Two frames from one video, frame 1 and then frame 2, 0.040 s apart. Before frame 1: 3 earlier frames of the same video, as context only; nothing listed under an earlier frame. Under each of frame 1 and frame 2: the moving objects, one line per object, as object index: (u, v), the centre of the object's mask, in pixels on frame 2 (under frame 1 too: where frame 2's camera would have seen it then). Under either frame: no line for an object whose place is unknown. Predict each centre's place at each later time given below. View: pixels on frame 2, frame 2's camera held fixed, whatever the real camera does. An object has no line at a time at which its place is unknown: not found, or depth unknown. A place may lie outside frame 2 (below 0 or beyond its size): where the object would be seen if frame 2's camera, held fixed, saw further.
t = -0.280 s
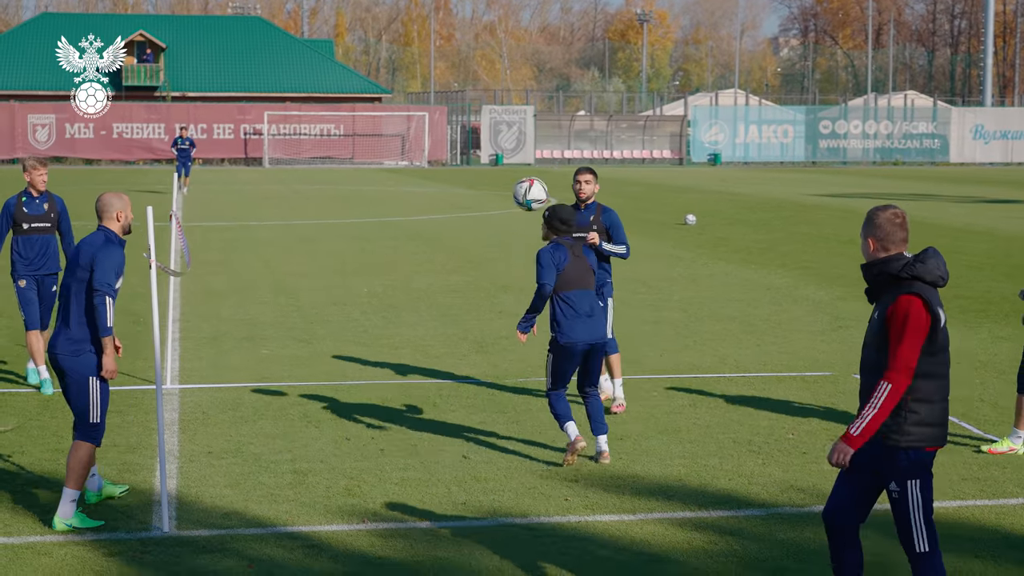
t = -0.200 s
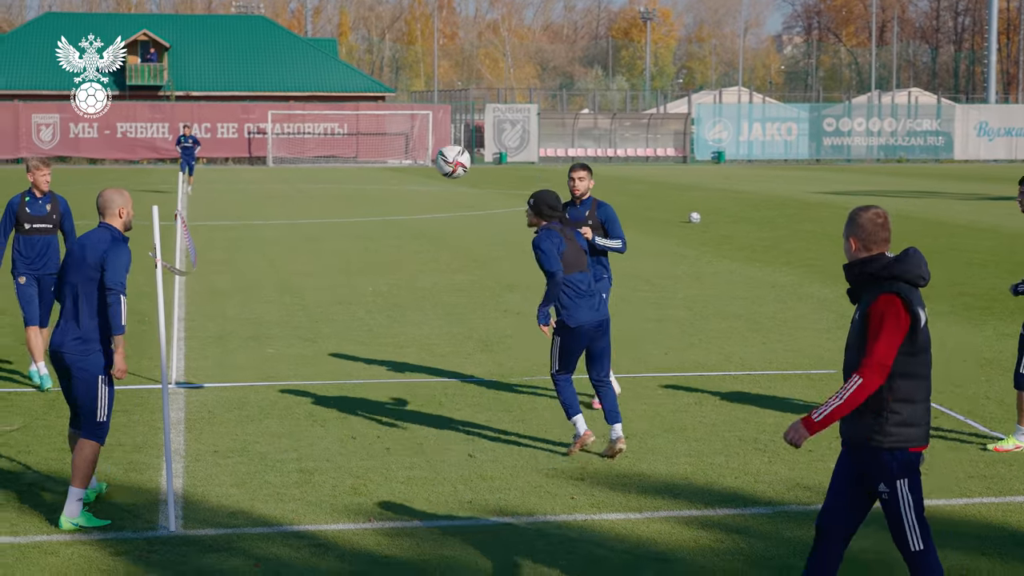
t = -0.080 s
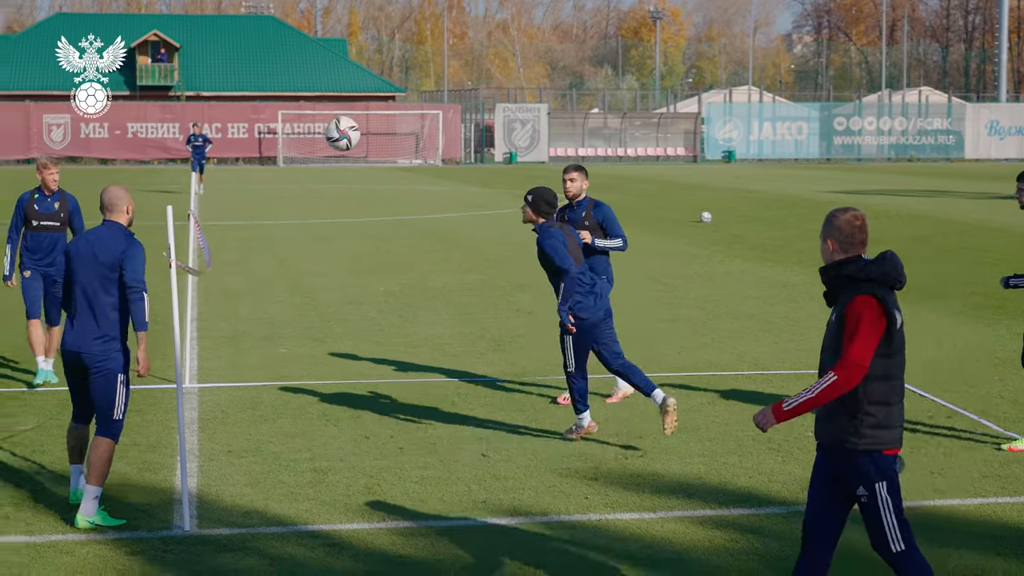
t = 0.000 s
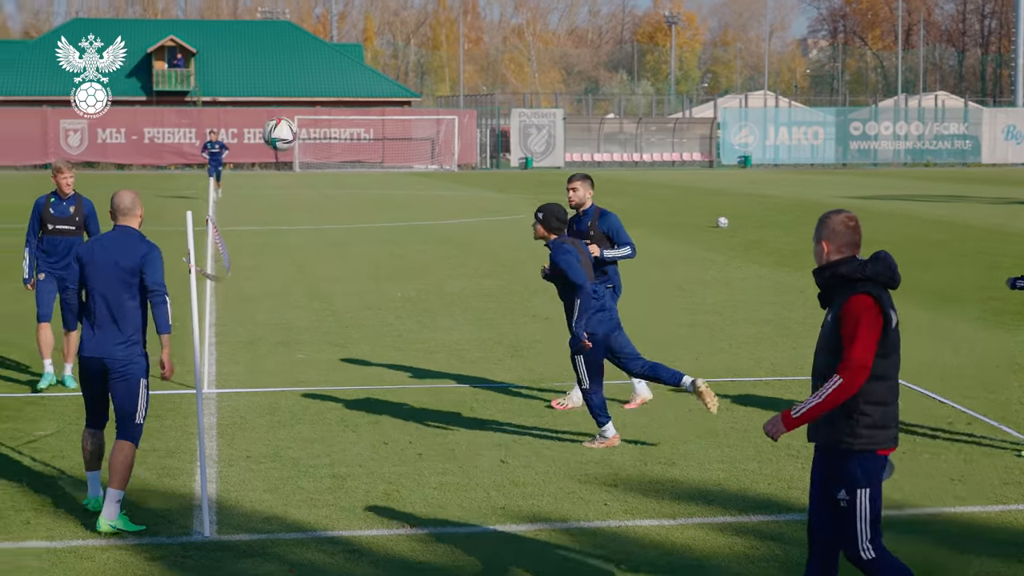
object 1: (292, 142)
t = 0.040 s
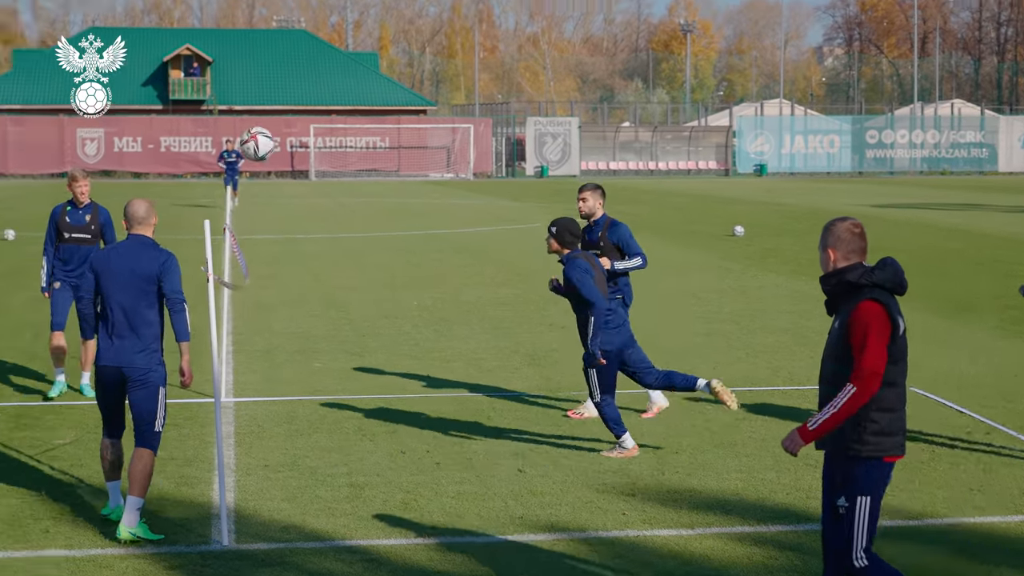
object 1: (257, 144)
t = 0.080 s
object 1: (222, 147)
